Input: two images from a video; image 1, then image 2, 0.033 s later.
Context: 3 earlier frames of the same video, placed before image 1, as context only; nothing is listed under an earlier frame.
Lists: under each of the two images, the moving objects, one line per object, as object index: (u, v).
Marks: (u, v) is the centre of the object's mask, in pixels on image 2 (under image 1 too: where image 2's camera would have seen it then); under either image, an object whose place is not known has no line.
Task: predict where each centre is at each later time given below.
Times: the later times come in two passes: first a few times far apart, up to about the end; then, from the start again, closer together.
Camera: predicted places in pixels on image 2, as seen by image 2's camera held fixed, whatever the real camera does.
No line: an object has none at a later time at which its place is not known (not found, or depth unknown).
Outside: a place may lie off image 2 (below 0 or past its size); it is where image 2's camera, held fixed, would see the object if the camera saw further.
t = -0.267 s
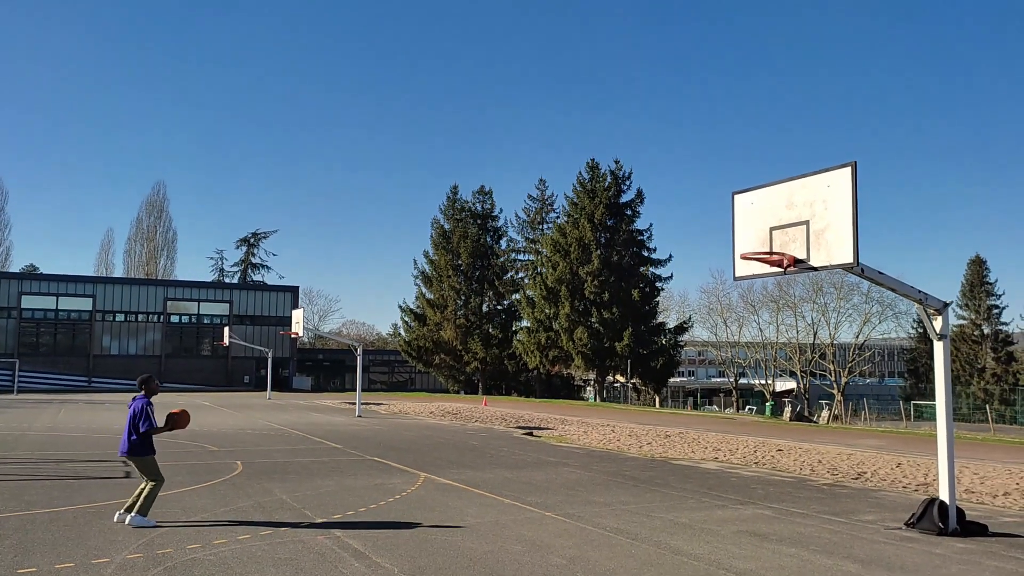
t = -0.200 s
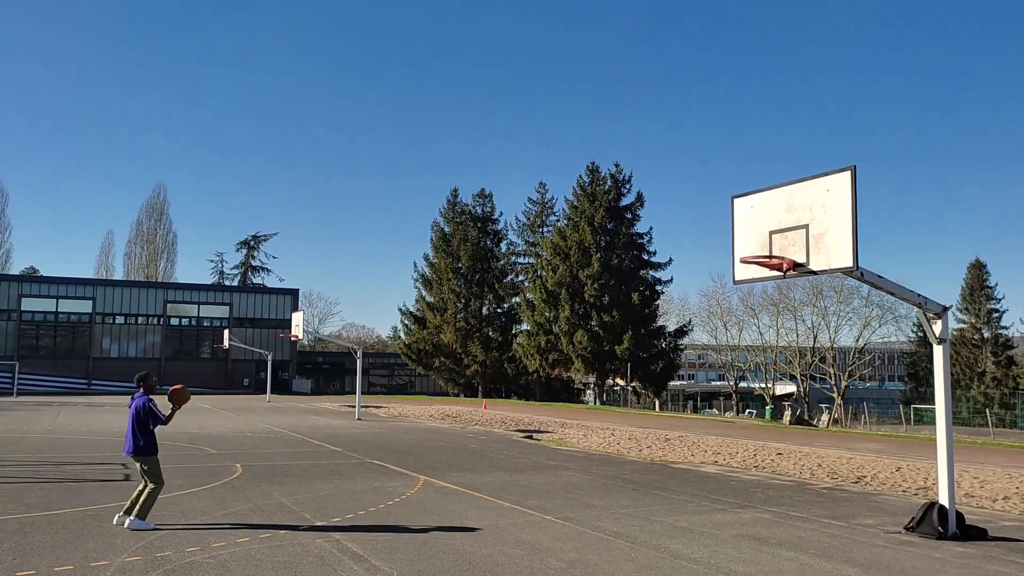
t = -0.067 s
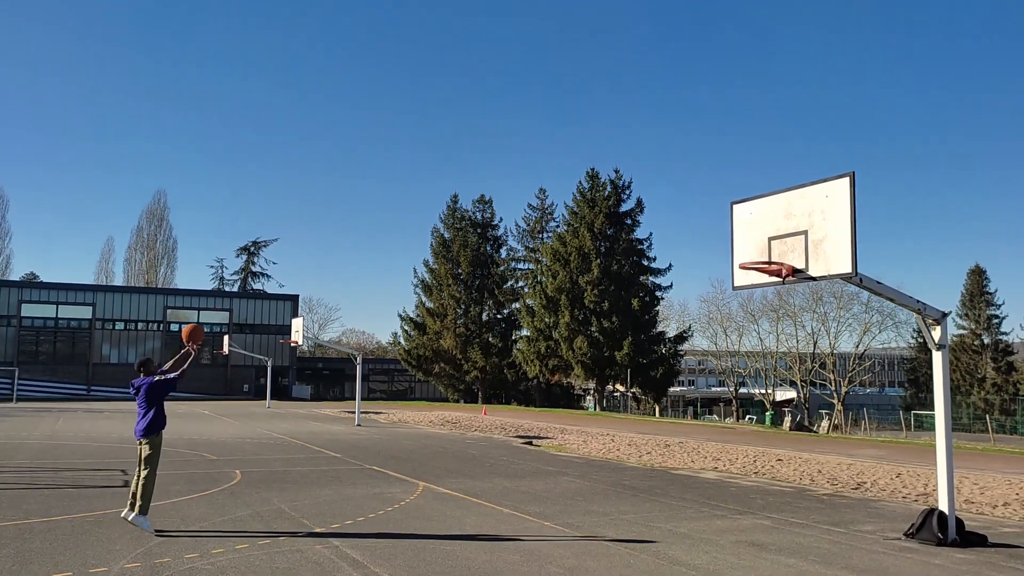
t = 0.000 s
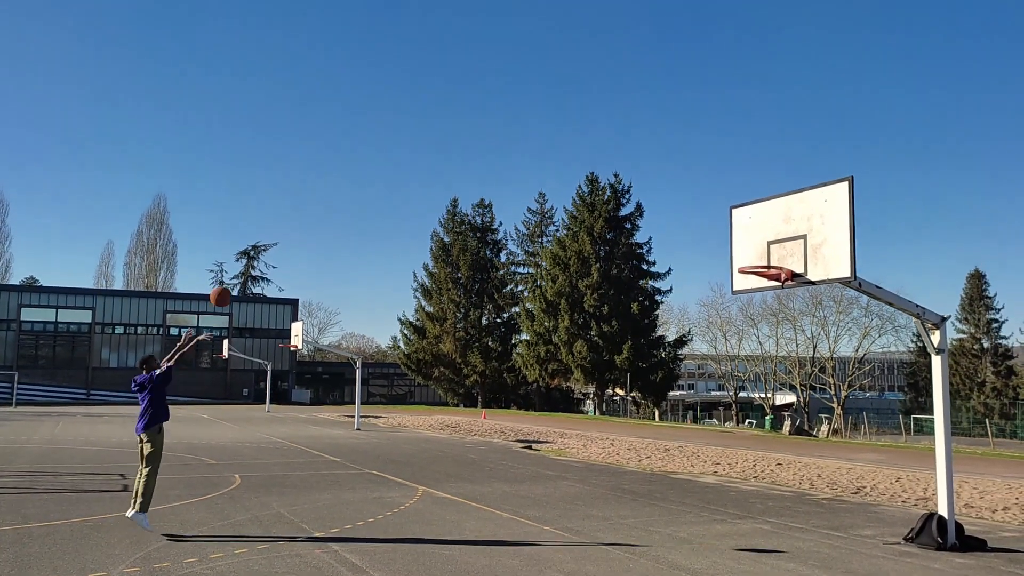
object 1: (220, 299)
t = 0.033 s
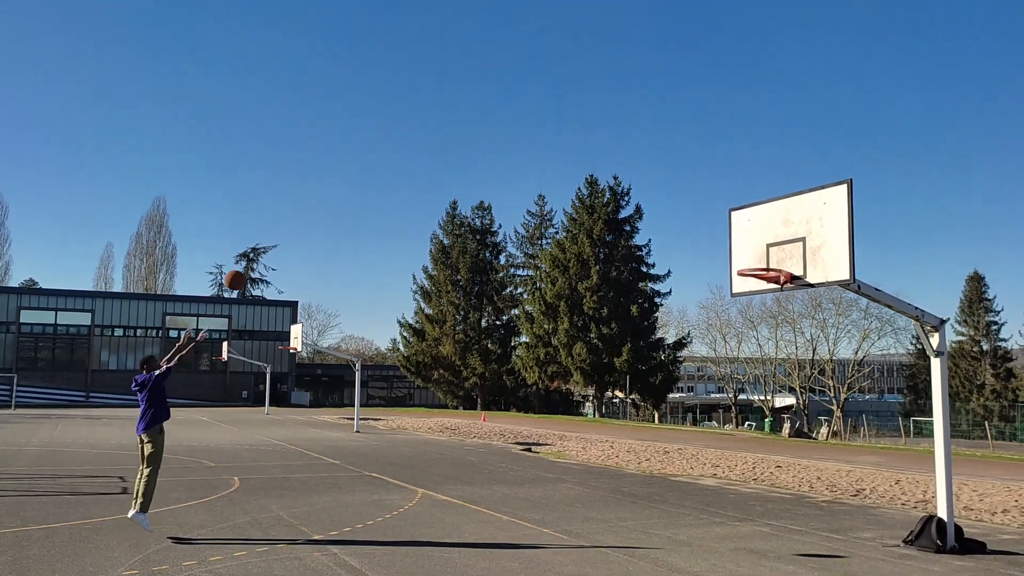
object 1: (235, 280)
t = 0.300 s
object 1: (344, 163)
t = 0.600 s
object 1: (459, 100)
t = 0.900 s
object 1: (575, 110)
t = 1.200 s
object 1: (694, 198)
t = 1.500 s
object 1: (714, 252)
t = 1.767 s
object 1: (629, 275)
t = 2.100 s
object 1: (538, 373)
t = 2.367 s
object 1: (473, 508)
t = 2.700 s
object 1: (446, 401)
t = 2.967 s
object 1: (427, 366)
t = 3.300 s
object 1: (401, 395)
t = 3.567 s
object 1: (382, 474)
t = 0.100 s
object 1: (263, 245)
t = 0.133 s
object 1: (277, 229)
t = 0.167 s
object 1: (290, 214)
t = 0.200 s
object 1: (304, 200)
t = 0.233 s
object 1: (317, 187)
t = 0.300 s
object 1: (344, 163)
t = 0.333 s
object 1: (357, 152)
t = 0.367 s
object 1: (370, 142)
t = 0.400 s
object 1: (382, 134)
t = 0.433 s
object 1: (395, 126)
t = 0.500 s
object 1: (420, 112)
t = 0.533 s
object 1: (433, 107)
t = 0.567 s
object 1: (446, 103)
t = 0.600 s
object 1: (459, 100)
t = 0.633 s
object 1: (471, 97)
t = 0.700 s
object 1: (497, 95)
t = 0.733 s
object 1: (510, 95)
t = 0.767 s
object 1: (523, 96)
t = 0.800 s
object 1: (536, 98)
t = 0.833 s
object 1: (549, 101)
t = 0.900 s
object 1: (575, 110)
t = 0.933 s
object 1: (588, 115)
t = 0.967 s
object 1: (601, 122)
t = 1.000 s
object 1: (614, 130)
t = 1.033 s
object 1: (627, 139)
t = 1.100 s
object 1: (654, 160)
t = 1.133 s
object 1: (667, 172)
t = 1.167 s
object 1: (681, 184)
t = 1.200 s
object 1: (694, 198)
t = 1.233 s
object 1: (708, 213)
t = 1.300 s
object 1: (735, 246)
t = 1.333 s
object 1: (748, 261)
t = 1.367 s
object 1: (748, 261)
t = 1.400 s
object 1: (746, 260)
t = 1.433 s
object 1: (735, 257)
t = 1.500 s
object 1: (714, 252)
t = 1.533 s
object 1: (703, 252)
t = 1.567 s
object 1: (692, 252)
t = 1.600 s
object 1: (682, 253)
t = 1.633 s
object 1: (671, 255)
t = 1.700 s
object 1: (650, 263)
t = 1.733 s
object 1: (640, 268)
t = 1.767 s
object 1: (629, 275)
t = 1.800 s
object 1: (620, 280)
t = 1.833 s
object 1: (610, 288)
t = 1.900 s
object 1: (591, 305)
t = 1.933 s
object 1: (582, 314)
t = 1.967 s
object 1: (573, 325)
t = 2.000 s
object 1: (565, 336)
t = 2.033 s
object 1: (556, 348)
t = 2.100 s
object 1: (538, 373)
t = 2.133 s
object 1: (529, 388)
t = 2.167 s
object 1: (521, 403)
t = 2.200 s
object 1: (513, 418)
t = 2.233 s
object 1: (505, 435)
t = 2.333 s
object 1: (481, 488)
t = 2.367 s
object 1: (473, 508)
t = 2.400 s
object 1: (468, 511)
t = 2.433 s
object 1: (466, 494)
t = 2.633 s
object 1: (451, 418)
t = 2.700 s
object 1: (446, 401)
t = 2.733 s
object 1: (444, 394)
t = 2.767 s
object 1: (441, 387)
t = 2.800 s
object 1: (439, 382)
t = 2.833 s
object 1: (436, 377)
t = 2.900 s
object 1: (432, 369)
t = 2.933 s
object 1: (429, 367)
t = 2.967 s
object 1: (427, 366)
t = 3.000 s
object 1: (424, 365)
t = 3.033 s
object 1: (422, 365)
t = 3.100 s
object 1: (416, 368)
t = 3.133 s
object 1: (414, 370)
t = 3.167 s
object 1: (411, 373)
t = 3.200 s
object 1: (408, 377)
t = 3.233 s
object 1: (406, 382)
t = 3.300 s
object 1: (401, 395)
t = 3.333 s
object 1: (398, 401)
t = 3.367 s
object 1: (395, 409)
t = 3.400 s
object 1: (393, 418)
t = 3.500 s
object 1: (386, 450)
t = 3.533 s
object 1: (384, 462)
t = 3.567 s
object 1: (382, 474)
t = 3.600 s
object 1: (380, 488)
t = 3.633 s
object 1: (377, 503)
